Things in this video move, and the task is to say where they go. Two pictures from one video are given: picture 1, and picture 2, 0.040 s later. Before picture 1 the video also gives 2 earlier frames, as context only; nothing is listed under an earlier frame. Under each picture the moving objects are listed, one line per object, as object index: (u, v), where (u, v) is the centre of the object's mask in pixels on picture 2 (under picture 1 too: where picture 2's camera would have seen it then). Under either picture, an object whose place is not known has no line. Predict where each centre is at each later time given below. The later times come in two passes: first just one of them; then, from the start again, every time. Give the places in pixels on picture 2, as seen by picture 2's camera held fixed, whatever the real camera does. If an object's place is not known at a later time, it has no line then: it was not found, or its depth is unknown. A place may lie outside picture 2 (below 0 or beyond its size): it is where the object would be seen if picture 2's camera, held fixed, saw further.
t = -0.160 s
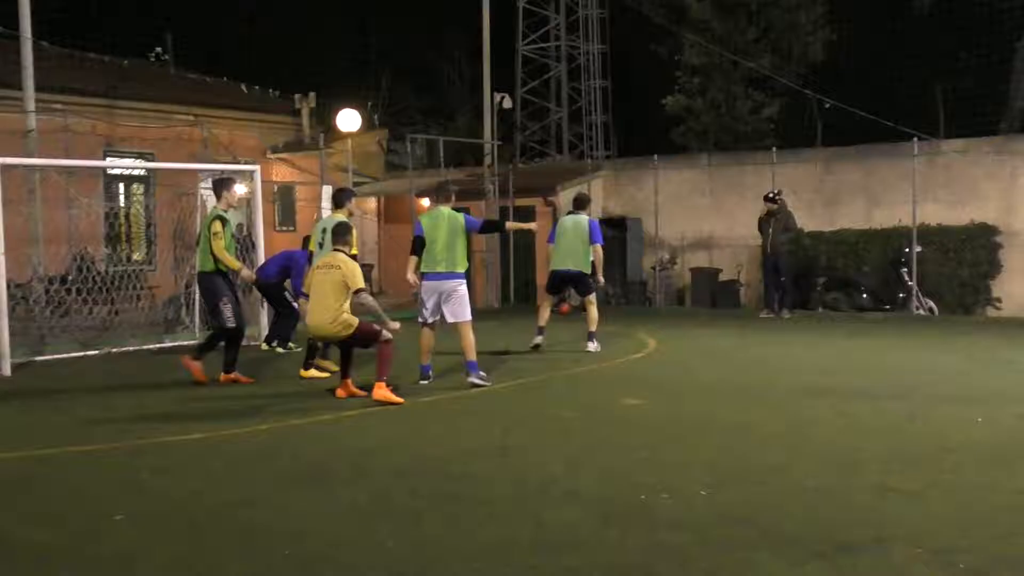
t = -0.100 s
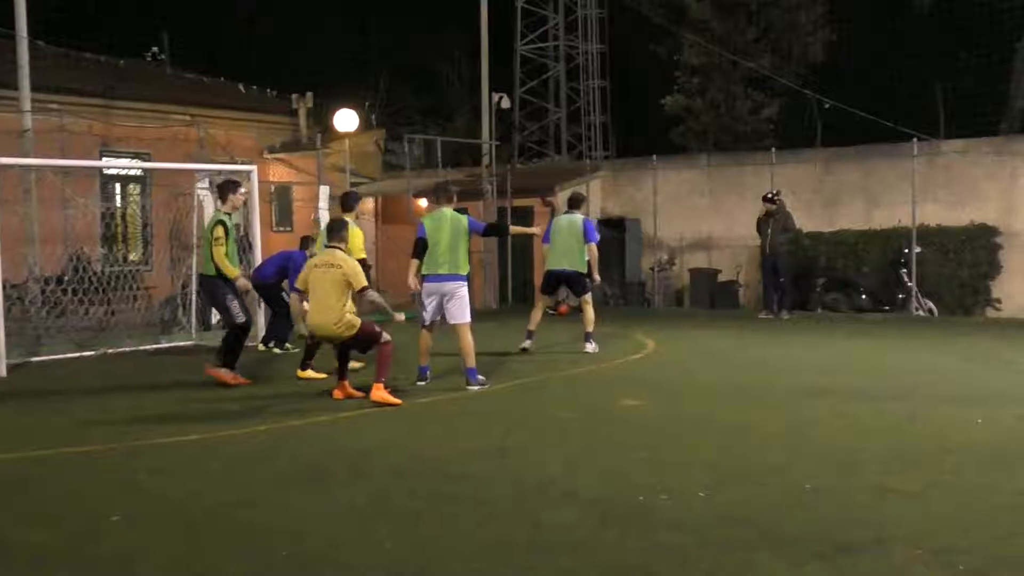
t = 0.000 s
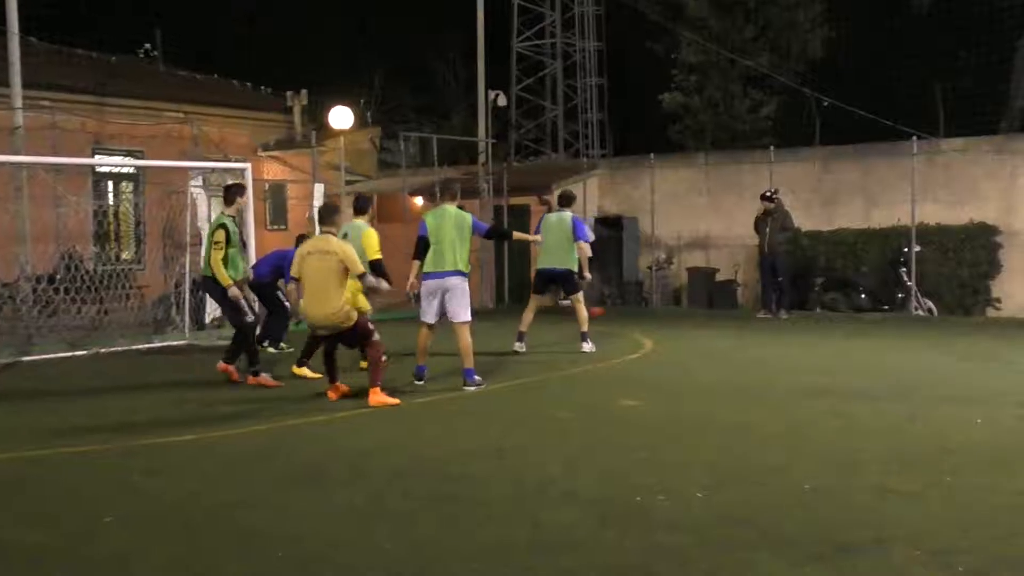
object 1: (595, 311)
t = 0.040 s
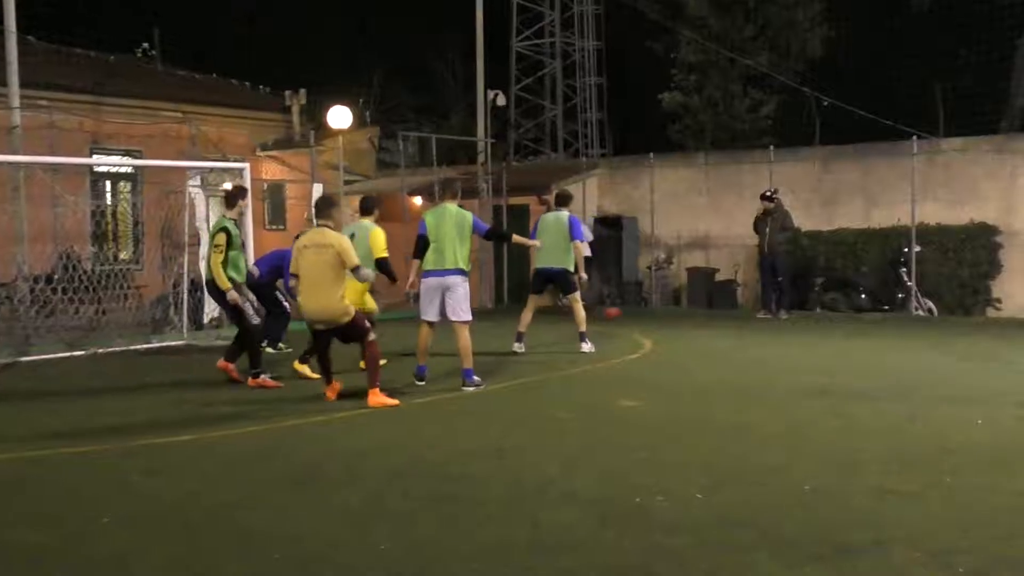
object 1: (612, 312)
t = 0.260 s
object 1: (714, 323)
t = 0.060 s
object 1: (620, 313)
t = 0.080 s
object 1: (629, 314)
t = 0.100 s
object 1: (639, 316)
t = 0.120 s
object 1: (648, 316)
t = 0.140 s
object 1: (657, 317)
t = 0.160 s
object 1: (666, 318)
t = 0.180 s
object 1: (675, 319)
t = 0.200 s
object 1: (685, 319)
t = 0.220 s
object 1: (694, 321)
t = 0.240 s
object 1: (704, 322)
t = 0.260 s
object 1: (714, 323)
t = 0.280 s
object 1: (725, 324)
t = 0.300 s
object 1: (735, 325)
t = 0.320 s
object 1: (747, 326)
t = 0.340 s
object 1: (756, 327)
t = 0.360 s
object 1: (767, 327)
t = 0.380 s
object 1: (777, 327)
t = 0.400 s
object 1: (788, 328)
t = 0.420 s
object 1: (800, 329)
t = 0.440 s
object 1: (812, 331)
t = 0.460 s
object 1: (823, 332)
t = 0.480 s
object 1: (834, 333)
